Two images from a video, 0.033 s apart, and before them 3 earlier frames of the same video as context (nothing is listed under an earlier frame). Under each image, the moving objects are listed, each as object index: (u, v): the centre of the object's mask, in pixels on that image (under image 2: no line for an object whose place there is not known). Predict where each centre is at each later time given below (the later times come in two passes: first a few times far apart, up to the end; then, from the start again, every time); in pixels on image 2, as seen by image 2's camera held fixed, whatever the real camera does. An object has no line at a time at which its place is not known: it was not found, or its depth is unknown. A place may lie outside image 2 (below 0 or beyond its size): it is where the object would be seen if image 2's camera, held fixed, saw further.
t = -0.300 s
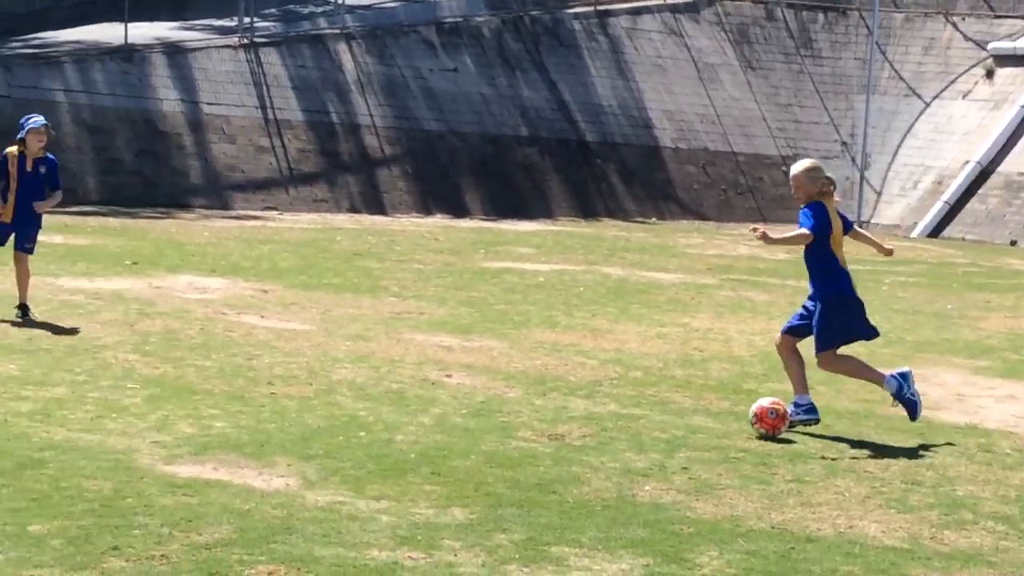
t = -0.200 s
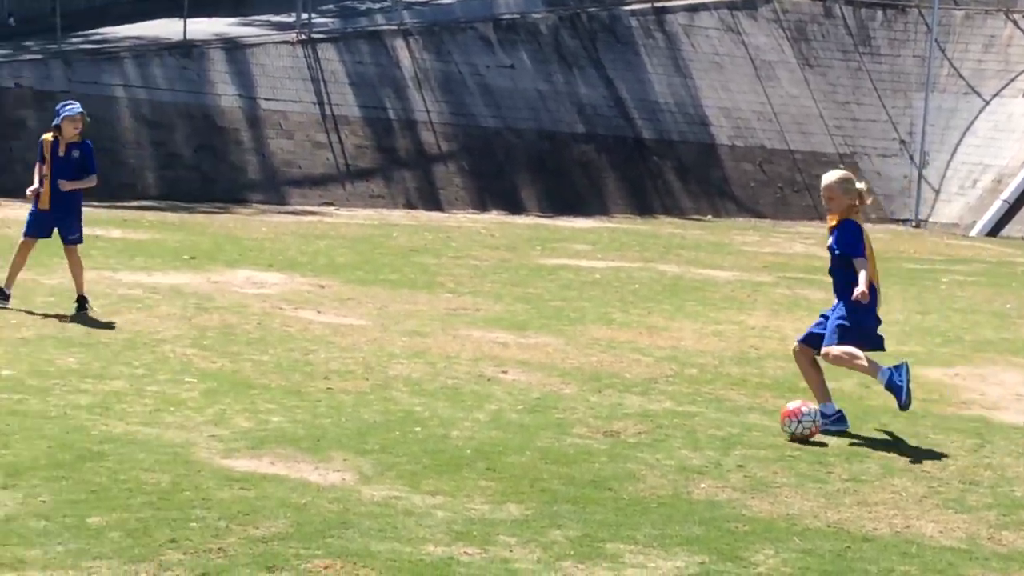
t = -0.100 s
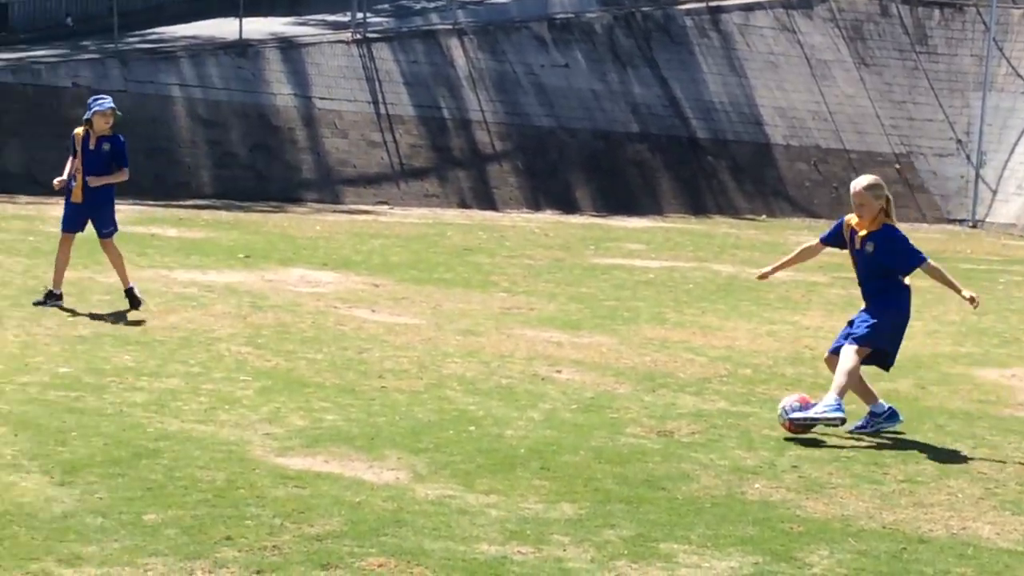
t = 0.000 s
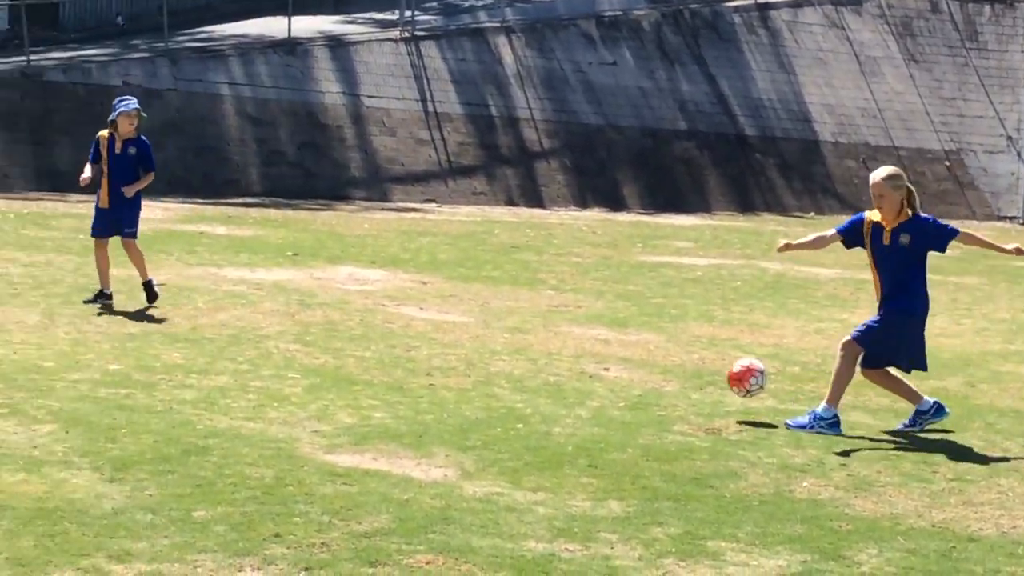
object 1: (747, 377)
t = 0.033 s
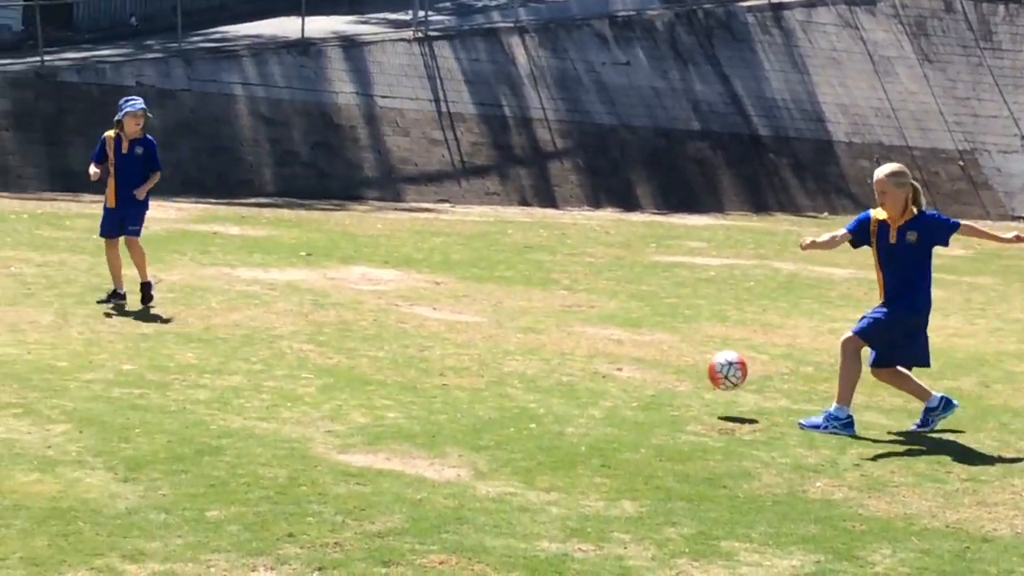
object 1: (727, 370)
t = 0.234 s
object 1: (545, 373)
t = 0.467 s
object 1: (380, 352)
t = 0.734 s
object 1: (209, 331)
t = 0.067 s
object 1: (695, 366)
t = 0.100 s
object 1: (665, 364)
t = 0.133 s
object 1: (633, 364)
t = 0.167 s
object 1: (603, 366)
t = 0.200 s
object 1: (573, 370)
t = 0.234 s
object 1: (545, 373)
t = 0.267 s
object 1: (521, 364)
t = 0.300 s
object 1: (498, 358)
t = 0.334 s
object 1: (473, 353)
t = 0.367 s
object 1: (450, 352)
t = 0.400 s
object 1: (426, 351)
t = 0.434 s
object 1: (404, 353)
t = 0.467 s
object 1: (380, 352)
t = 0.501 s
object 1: (359, 347)
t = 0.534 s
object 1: (336, 343)
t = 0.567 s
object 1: (315, 342)
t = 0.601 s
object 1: (292, 342)
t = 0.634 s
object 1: (271, 339)
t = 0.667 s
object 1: (250, 334)
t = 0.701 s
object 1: (230, 332)
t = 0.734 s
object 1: (209, 331)
